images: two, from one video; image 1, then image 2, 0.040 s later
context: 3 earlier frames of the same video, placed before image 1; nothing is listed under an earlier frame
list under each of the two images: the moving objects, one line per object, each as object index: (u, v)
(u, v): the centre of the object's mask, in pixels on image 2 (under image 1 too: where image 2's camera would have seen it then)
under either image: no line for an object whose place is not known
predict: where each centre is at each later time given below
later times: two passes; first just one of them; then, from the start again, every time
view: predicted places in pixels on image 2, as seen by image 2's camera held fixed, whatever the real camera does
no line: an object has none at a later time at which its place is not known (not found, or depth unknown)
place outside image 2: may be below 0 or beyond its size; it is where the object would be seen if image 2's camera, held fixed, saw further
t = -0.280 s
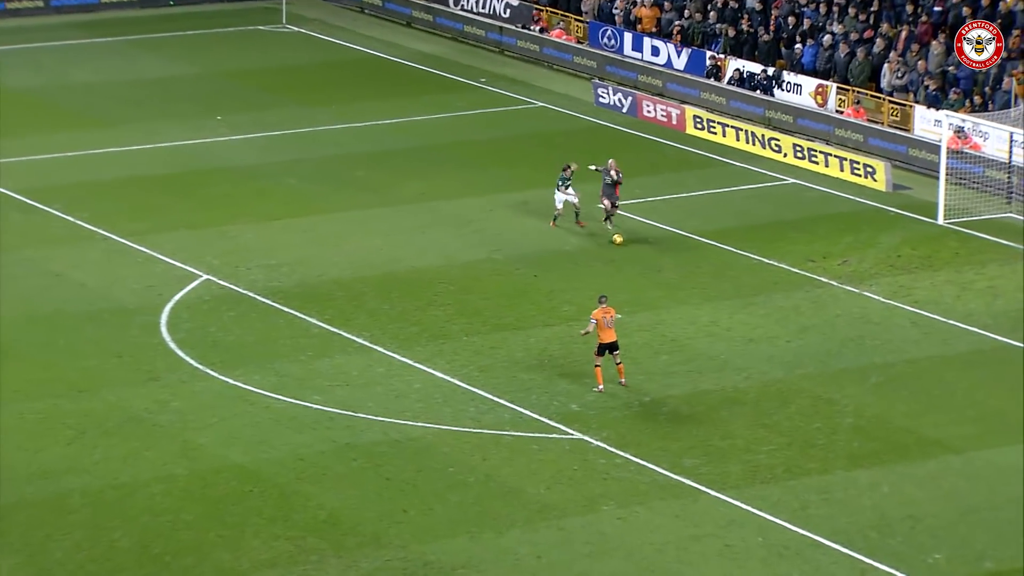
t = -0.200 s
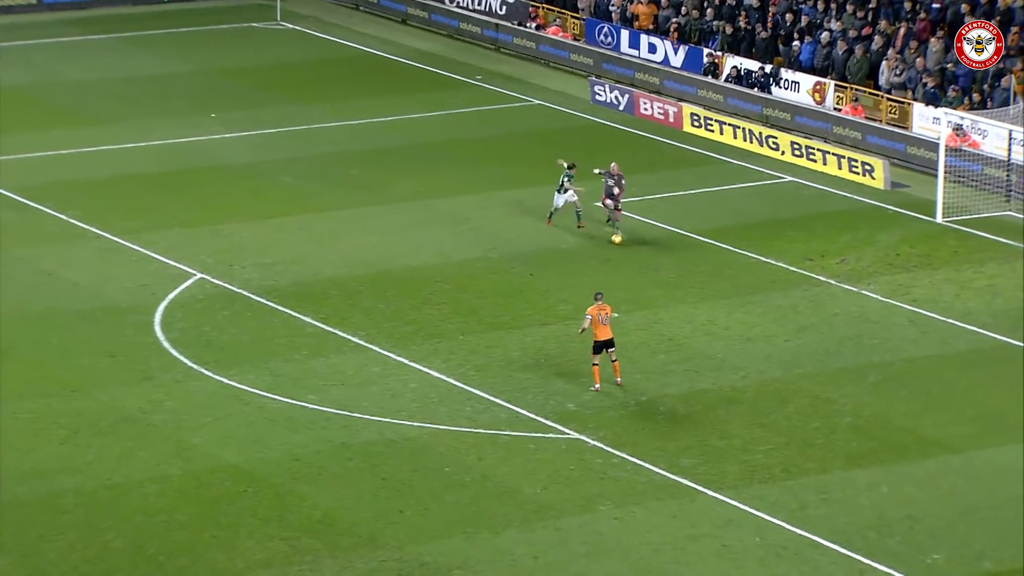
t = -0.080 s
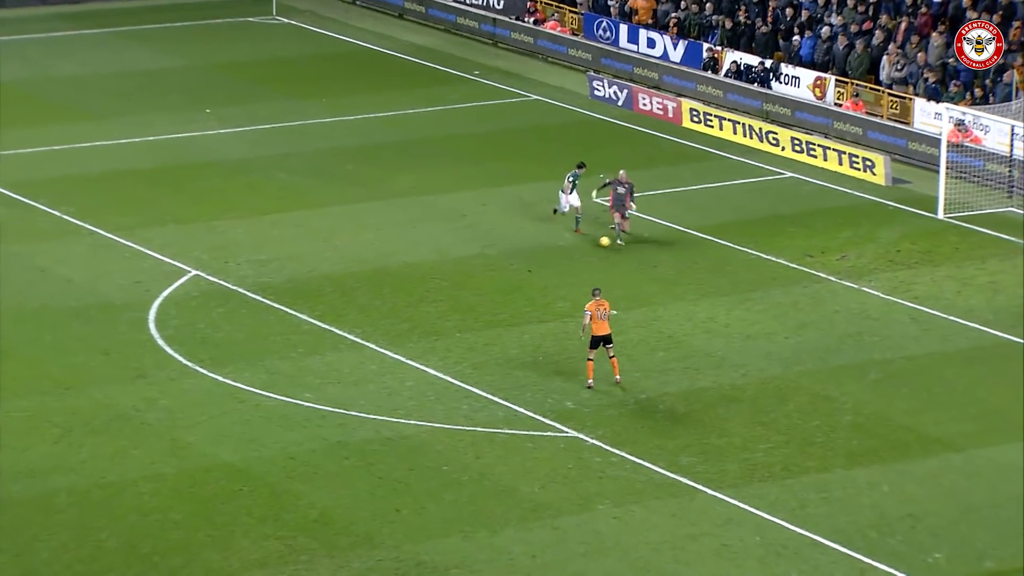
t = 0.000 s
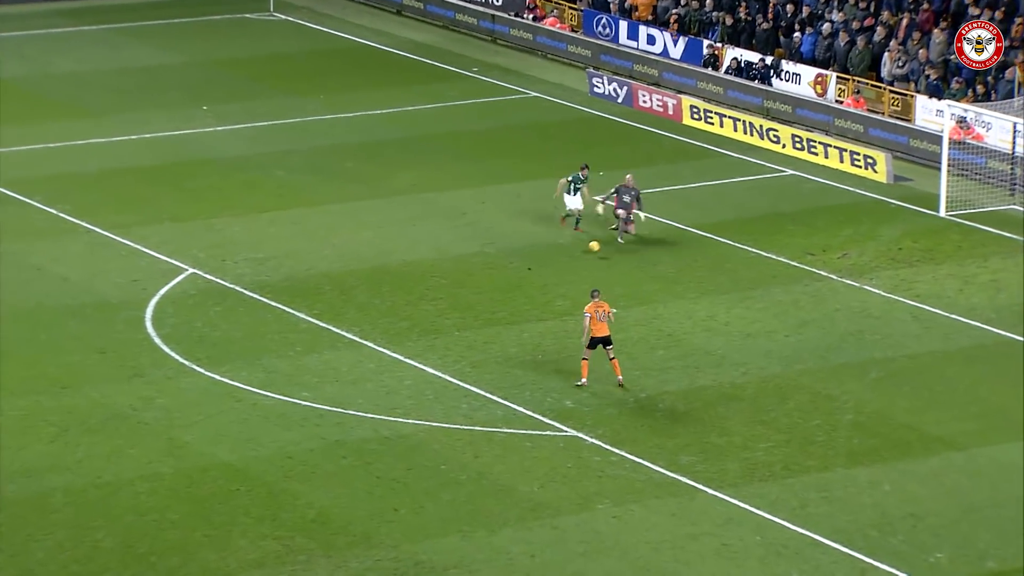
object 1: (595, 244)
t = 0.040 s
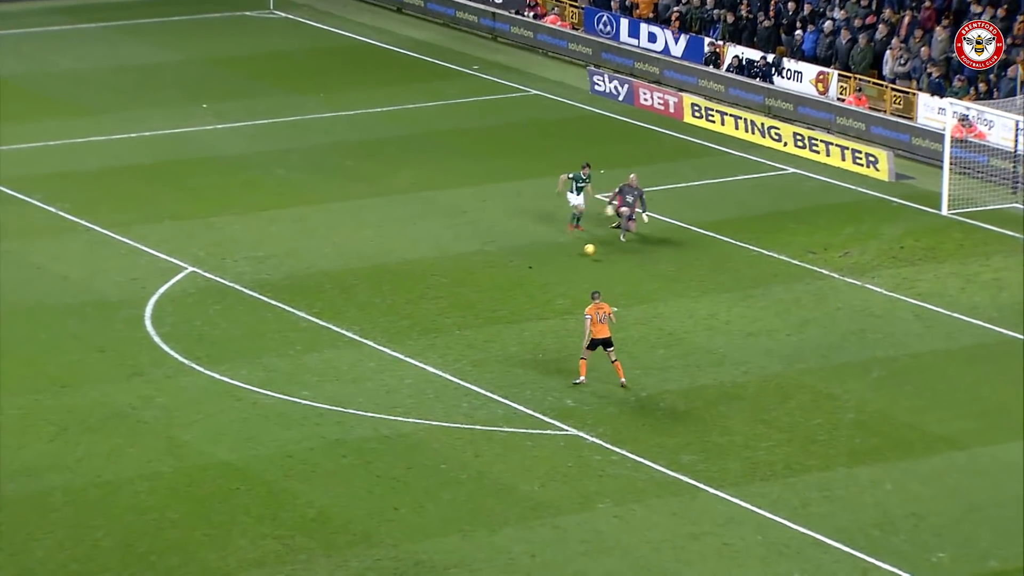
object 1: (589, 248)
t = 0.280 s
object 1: (560, 268)
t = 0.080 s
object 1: (584, 253)
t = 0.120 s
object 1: (578, 259)
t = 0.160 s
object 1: (573, 265)
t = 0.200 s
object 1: (569, 266)
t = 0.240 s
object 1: (564, 266)
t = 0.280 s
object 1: (560, 268)
